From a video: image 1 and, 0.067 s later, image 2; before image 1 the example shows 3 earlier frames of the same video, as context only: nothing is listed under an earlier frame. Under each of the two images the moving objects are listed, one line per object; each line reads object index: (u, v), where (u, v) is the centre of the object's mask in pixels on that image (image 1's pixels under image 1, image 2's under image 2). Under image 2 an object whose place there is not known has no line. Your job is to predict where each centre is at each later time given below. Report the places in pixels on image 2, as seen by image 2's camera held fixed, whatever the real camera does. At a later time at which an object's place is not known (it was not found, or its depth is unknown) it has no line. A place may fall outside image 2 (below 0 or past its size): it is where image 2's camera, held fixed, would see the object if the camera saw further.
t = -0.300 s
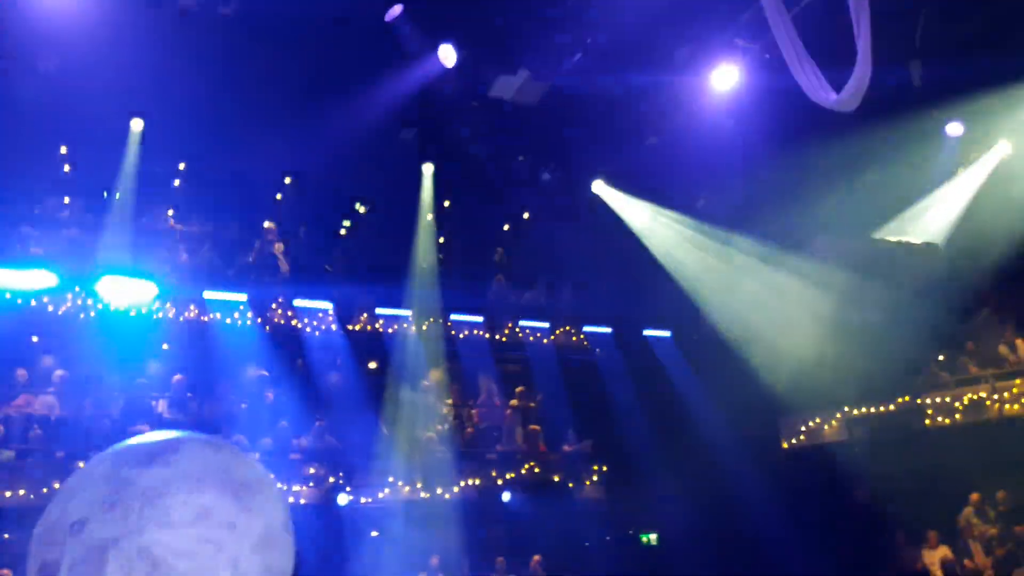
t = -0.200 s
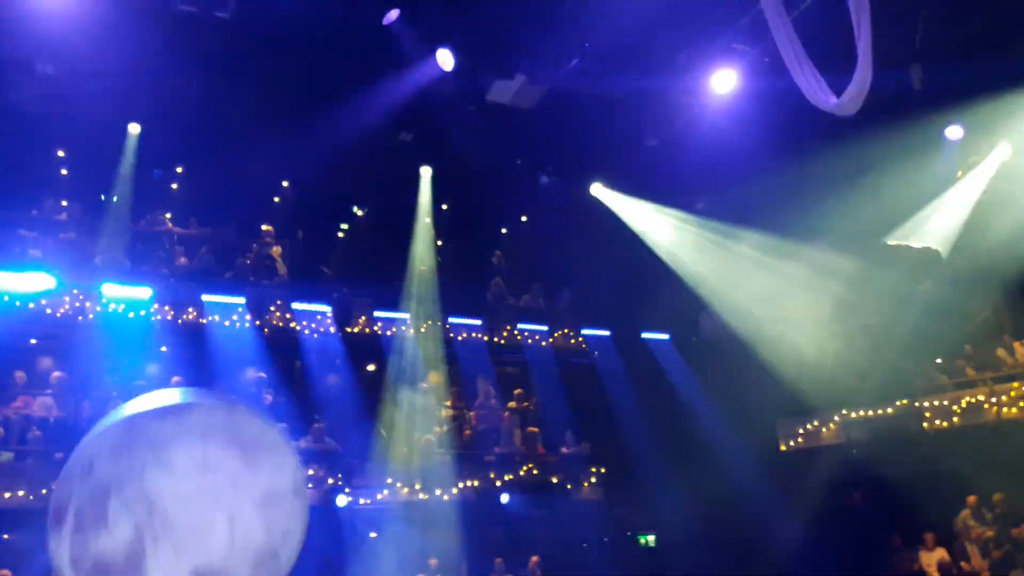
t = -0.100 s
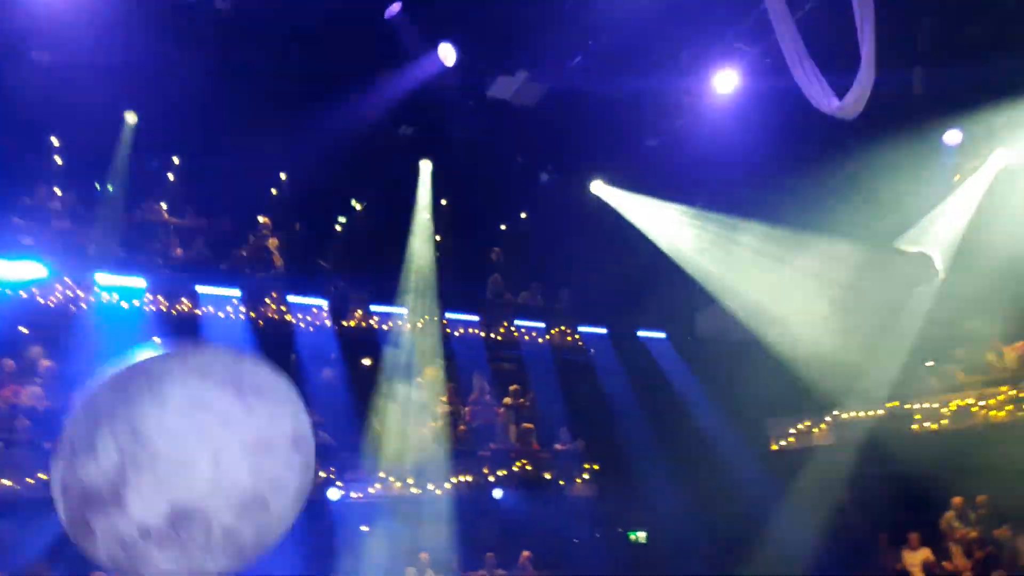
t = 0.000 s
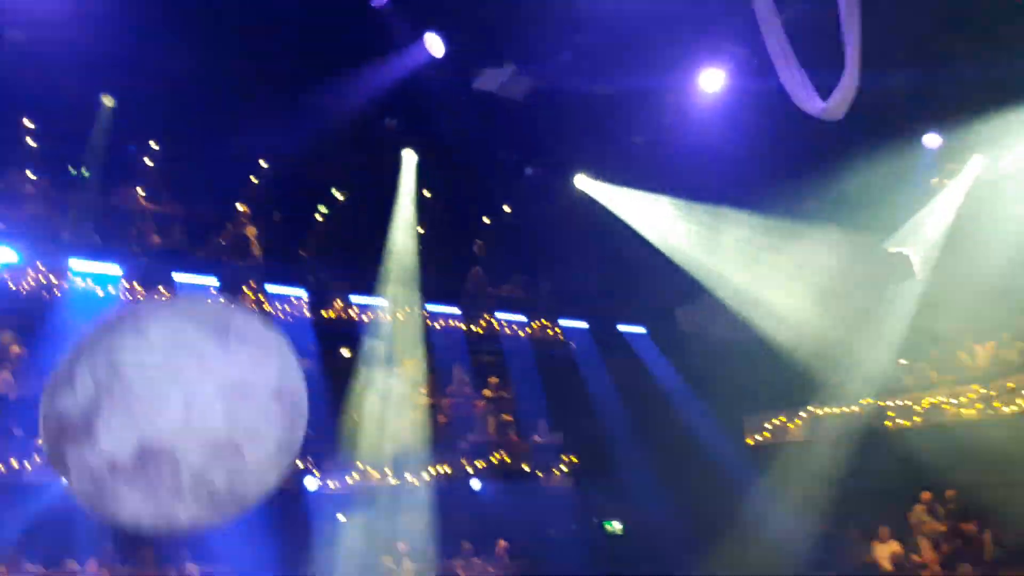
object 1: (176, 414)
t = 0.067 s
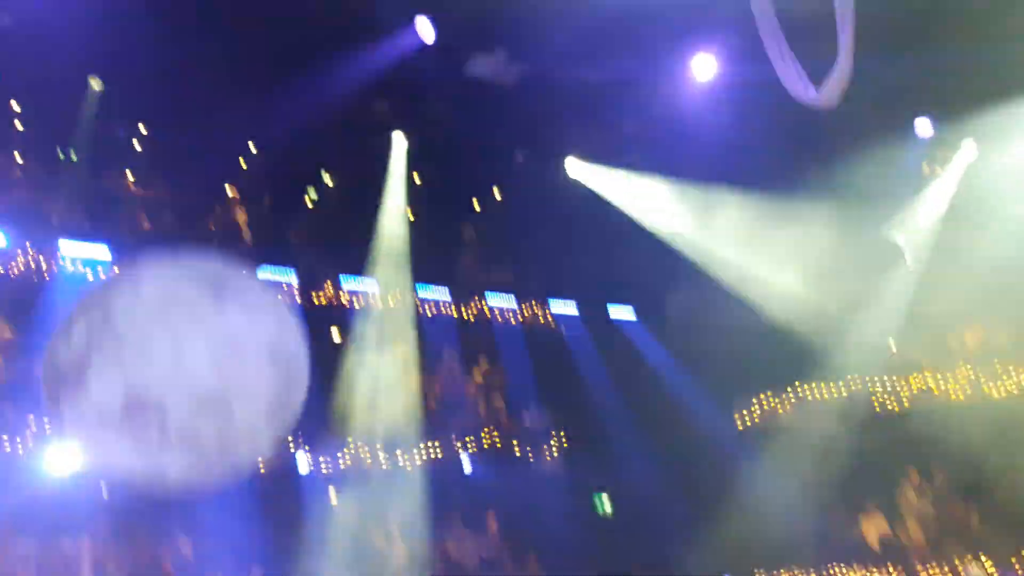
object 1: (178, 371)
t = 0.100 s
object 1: (183, 359)
